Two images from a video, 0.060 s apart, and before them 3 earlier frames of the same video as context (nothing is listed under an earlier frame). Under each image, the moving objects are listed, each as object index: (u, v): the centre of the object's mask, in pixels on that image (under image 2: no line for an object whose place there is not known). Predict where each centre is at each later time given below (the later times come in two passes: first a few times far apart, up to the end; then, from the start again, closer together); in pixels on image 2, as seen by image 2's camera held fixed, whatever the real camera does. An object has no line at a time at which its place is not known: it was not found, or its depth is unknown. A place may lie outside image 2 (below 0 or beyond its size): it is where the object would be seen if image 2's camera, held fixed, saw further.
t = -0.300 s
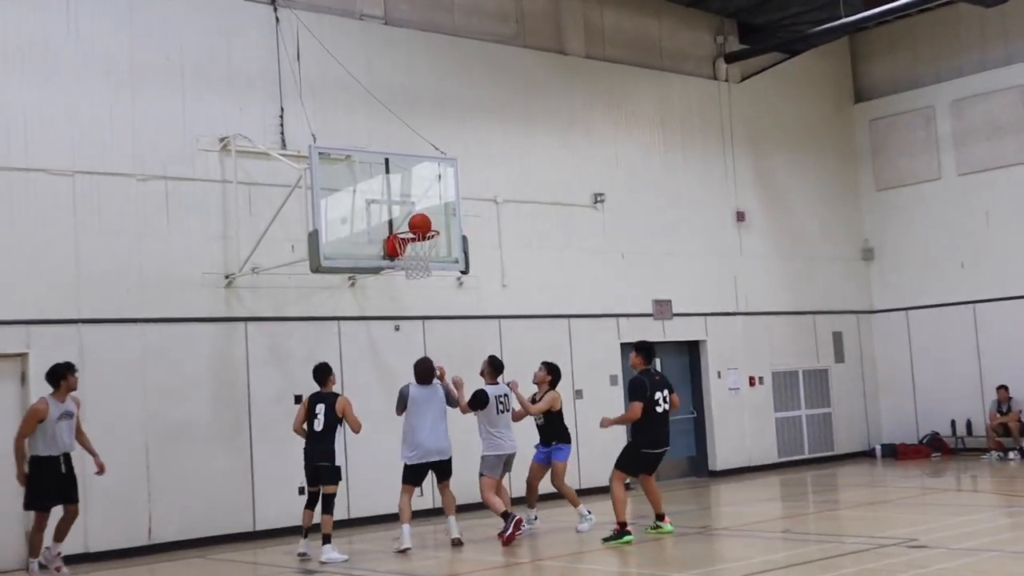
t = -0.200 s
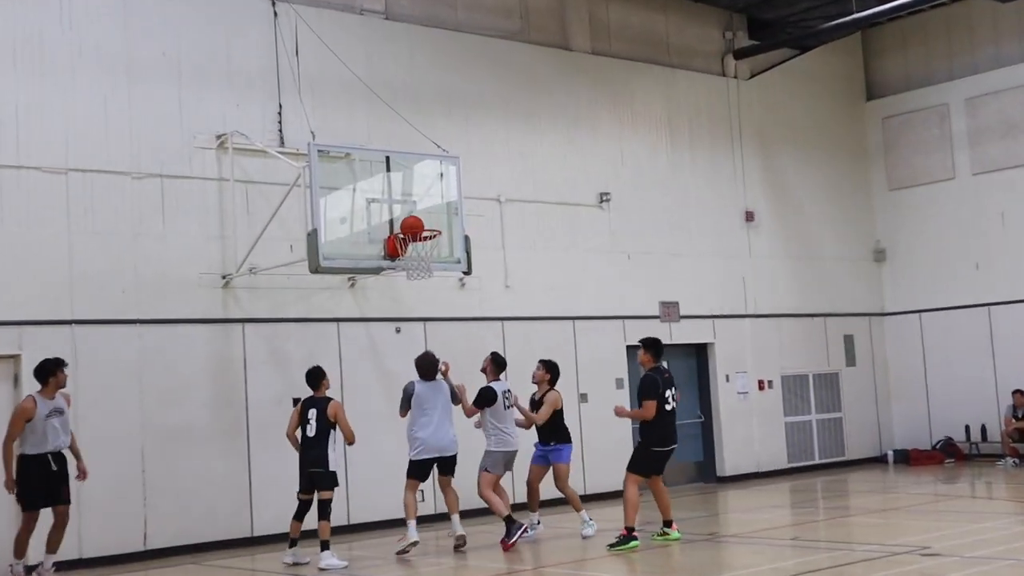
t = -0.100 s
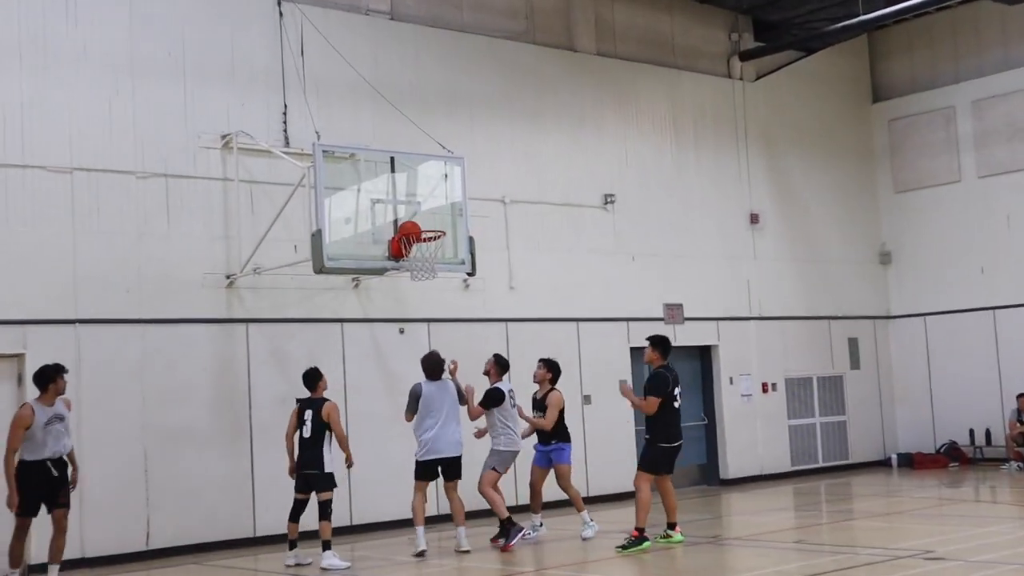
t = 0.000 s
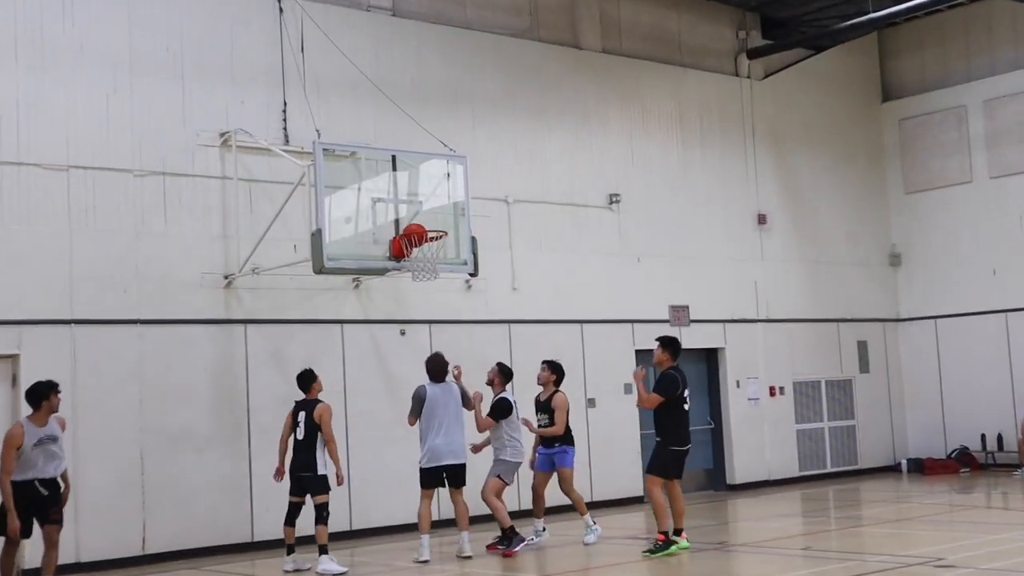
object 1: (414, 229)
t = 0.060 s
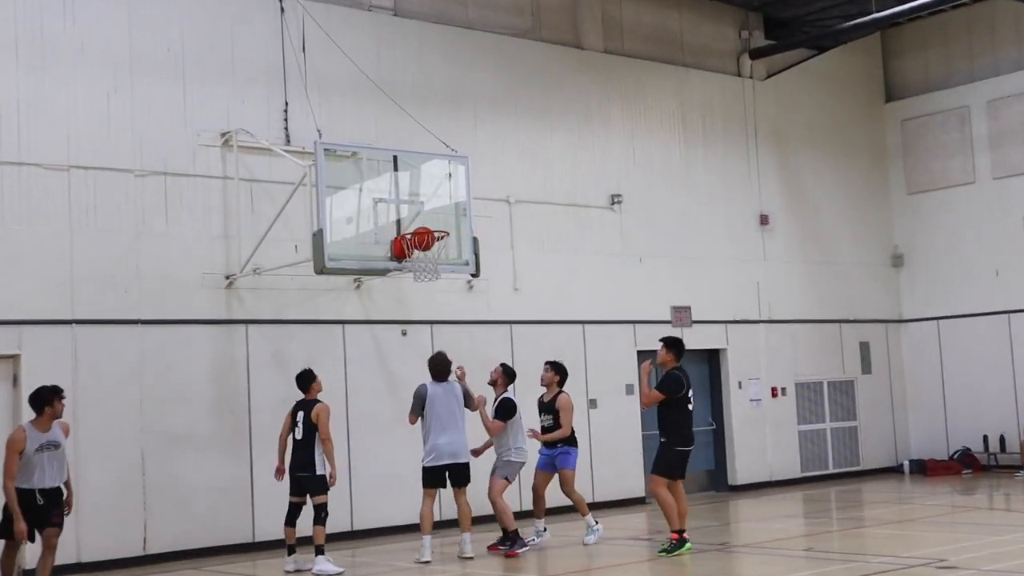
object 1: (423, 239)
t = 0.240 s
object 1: (439, 254)
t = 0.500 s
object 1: (428, 273)
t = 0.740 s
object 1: (411, 321)
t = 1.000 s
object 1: (396, 438)
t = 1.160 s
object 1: (389, 547)
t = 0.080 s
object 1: (425, 241)
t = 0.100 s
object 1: (428, 243)
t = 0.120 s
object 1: (429, 244)
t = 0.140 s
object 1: (432, 246)
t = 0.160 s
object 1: (433, 248)
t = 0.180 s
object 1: (435, 249)
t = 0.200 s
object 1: (437, 250)
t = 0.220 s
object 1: (438, 253)
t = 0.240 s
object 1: (439, 254)
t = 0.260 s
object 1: (440, 255)
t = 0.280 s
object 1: (440, 257)
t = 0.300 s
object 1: (441, 258)
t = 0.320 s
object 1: (441, 259)
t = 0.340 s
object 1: (440, 260)
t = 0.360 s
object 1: (439, 261)
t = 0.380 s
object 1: (438, 263)
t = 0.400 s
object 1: (437, 265)
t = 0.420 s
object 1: (435, 266)
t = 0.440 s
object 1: (433, 268)
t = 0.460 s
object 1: (431, 270)
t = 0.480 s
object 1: (430, 271)
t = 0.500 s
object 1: (428, 273)
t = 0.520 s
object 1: (426, 275)
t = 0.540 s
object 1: (425, 278)
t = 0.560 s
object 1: (423, 279)
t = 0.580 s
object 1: (422, 284)
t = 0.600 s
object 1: (420, 286)
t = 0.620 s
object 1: (419, 290)
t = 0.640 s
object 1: (418, 294)
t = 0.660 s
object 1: (417, 298)
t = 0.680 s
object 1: (415, 303)
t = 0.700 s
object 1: (414, 309)
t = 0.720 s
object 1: (413, 314)
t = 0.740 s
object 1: (411, 321)
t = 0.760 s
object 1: (410, 327)
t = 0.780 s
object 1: (409, 334)
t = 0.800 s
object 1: (408, 341)
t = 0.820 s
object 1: (407, 350)
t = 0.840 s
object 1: (406, 358)
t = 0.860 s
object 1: (404, 367)
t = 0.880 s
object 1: (403, 376)
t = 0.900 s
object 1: (402, 385)
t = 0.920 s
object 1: (401, 395)
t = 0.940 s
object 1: (400, 405)
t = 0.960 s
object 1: (399, 416)
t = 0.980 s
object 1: (398, 427)
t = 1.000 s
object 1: (396, 438)
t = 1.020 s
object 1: (396, 451)
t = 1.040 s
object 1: (395, 464)
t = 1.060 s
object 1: (392, 475)
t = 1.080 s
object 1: (391, 489)
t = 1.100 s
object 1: (391, 503)
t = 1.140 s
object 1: (390, 533)
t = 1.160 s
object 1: (389, 547)
